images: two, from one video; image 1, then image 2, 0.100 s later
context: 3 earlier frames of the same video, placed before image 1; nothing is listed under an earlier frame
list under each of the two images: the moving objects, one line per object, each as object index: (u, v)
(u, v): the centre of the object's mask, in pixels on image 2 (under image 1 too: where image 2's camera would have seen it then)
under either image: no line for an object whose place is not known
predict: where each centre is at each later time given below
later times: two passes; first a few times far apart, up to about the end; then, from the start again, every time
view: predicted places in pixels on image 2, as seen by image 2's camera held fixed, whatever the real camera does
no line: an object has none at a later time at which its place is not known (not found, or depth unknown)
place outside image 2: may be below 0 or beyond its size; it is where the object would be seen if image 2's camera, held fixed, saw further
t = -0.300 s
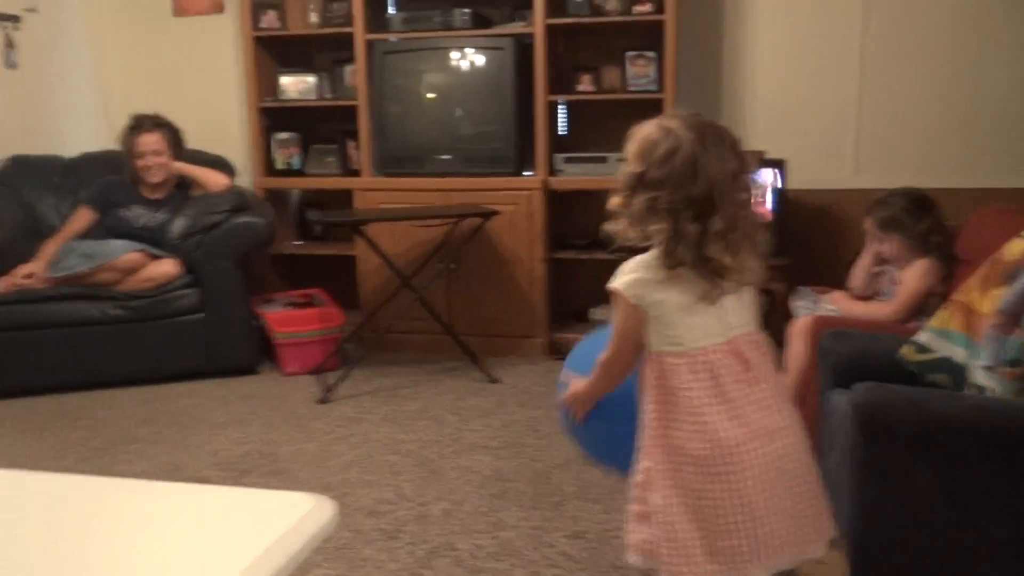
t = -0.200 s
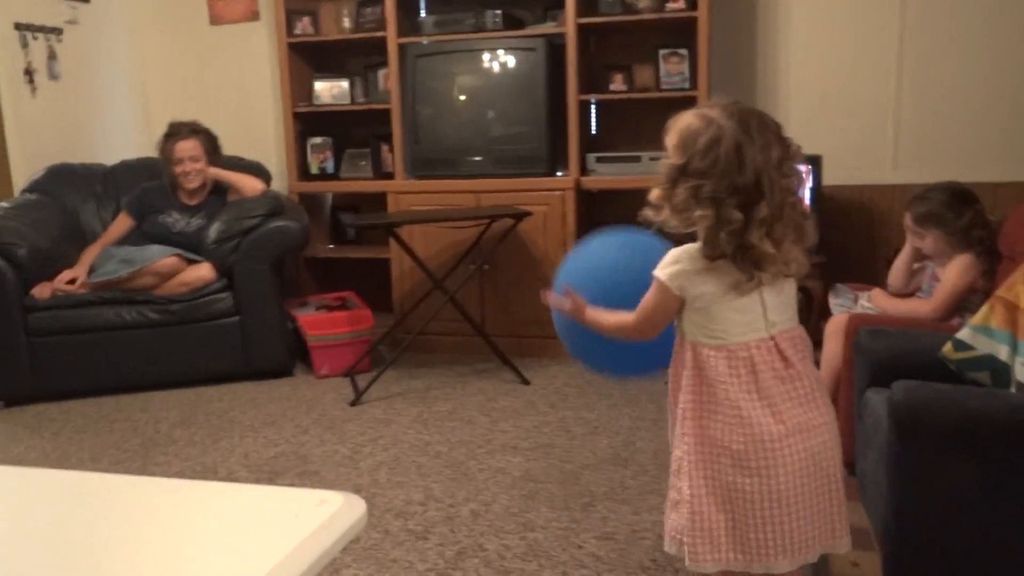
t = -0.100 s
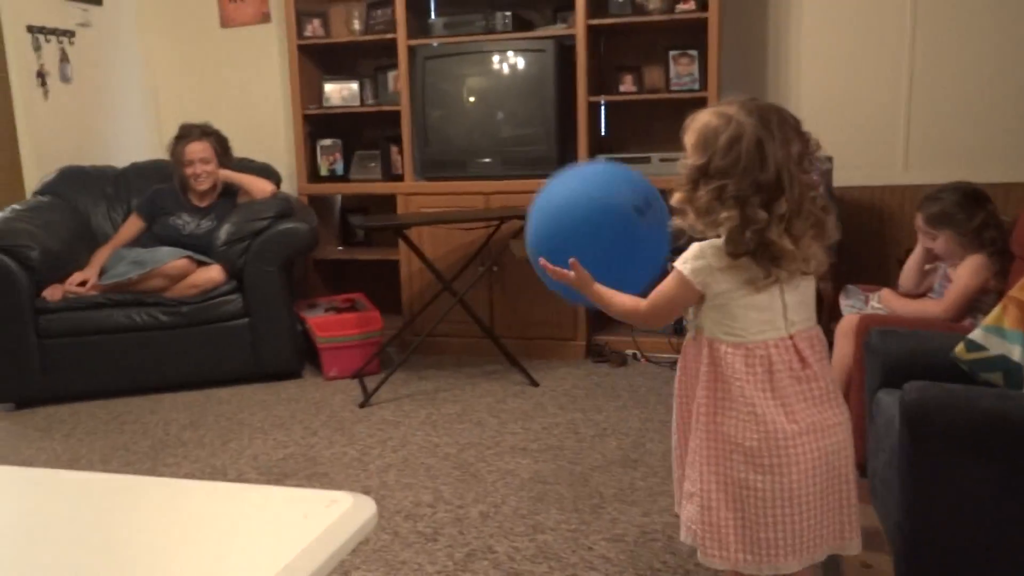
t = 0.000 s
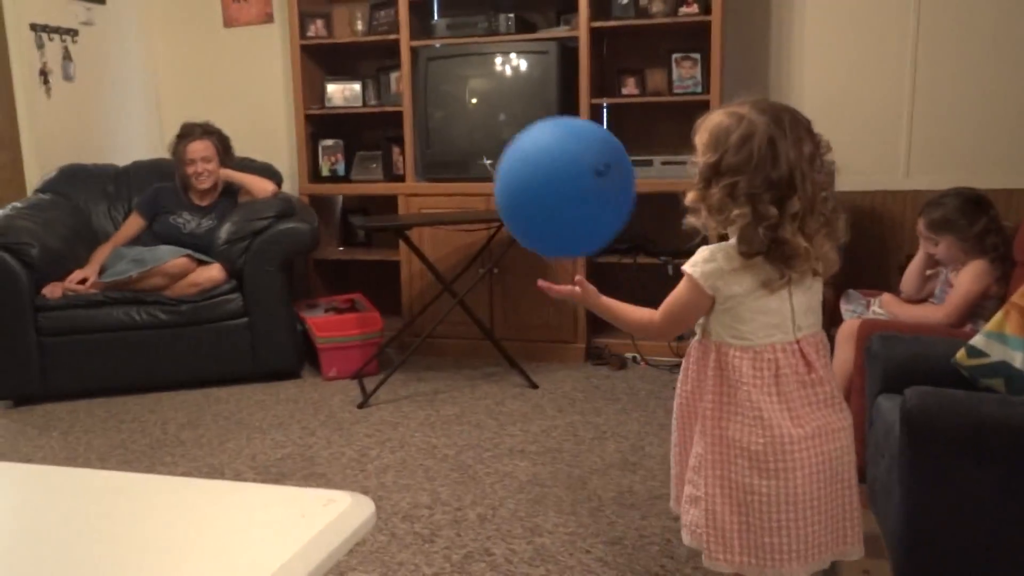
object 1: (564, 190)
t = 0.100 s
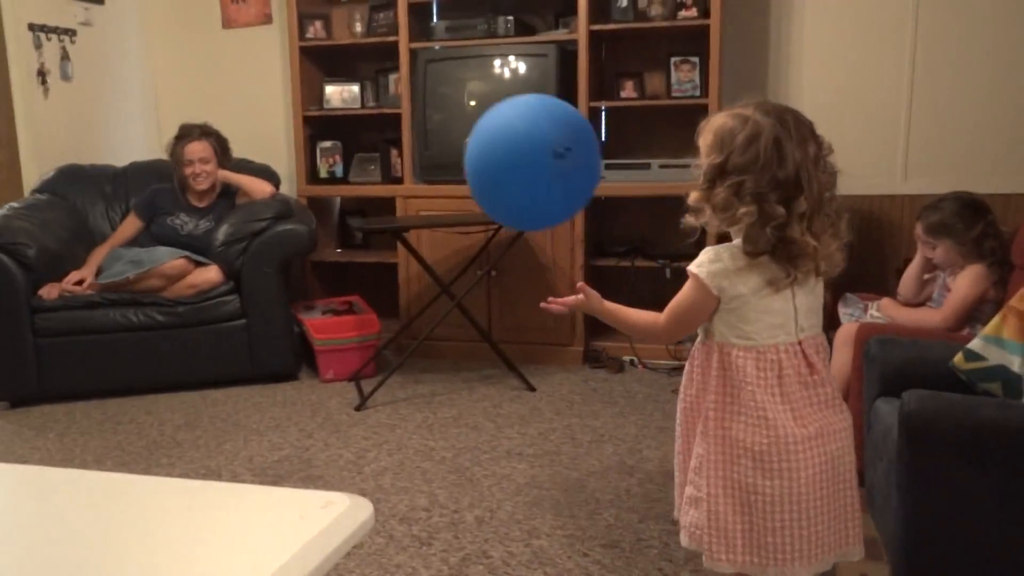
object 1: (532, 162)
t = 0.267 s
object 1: (488, 154)
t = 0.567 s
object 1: (437, 238)
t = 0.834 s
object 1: (421, 371)
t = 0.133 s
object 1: (523, 157)
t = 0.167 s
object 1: (513, 154)
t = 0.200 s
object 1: (505, 152)
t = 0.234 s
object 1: (496, 153)
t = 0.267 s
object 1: (488, 154)
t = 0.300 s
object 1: (480, 158)
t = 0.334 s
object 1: (473, 163)
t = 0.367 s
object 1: (466, 170)
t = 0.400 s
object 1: (460, 179)
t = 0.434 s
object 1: (455, 188)
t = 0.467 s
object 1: (449, 199)
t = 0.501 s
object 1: (445, 212)
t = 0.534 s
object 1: (441, 225)
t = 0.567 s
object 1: (437, 238)
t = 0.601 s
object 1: (434, 254)
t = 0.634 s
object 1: (431, 270)
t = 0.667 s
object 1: (429, 285)
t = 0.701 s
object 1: (427, 301)
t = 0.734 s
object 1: (425, 318)
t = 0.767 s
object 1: (424, 335)
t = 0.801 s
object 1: (422, 353)
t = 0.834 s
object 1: (421, 371)
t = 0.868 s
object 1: (419, 391)
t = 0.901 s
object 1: (417, 401)
